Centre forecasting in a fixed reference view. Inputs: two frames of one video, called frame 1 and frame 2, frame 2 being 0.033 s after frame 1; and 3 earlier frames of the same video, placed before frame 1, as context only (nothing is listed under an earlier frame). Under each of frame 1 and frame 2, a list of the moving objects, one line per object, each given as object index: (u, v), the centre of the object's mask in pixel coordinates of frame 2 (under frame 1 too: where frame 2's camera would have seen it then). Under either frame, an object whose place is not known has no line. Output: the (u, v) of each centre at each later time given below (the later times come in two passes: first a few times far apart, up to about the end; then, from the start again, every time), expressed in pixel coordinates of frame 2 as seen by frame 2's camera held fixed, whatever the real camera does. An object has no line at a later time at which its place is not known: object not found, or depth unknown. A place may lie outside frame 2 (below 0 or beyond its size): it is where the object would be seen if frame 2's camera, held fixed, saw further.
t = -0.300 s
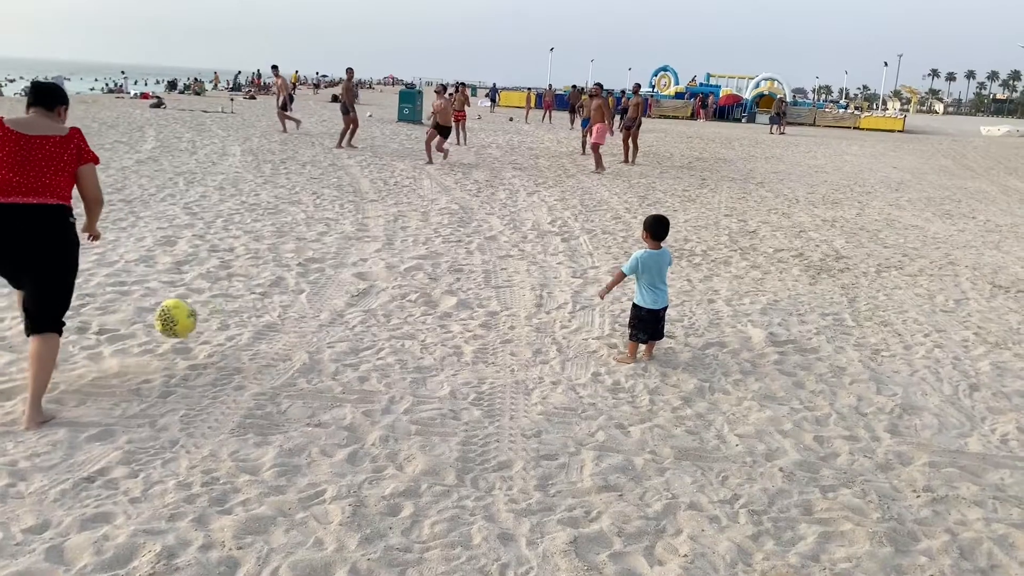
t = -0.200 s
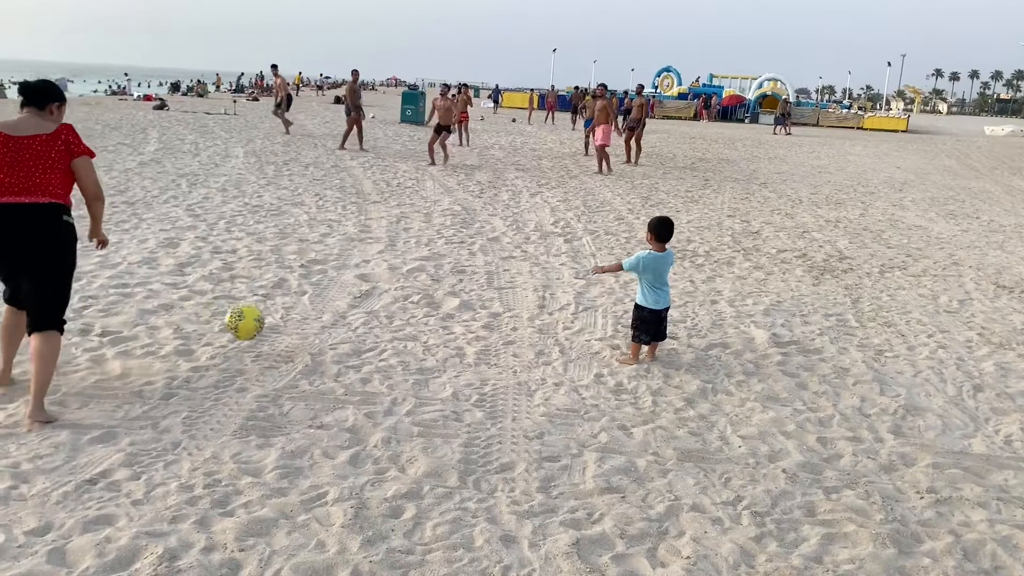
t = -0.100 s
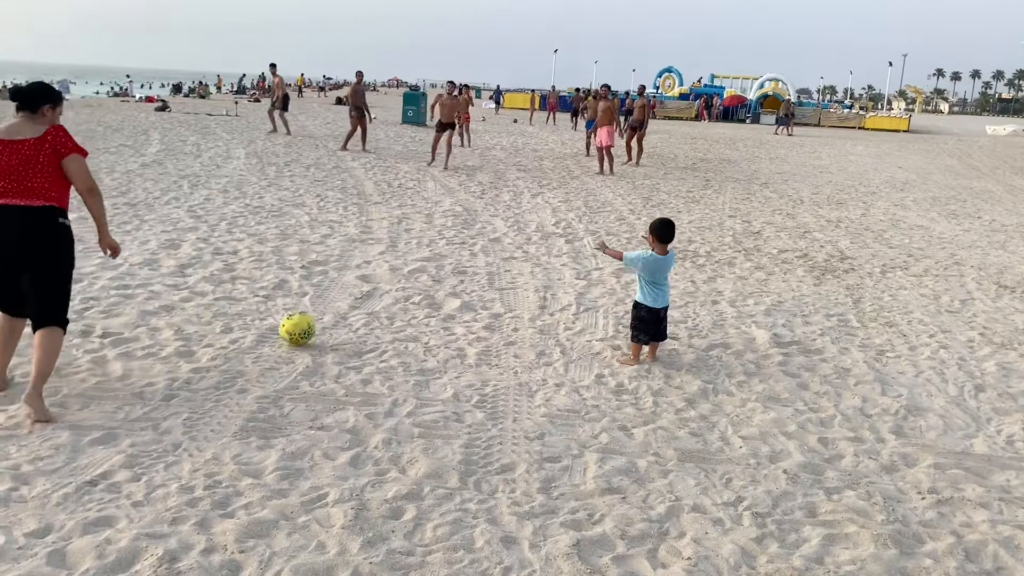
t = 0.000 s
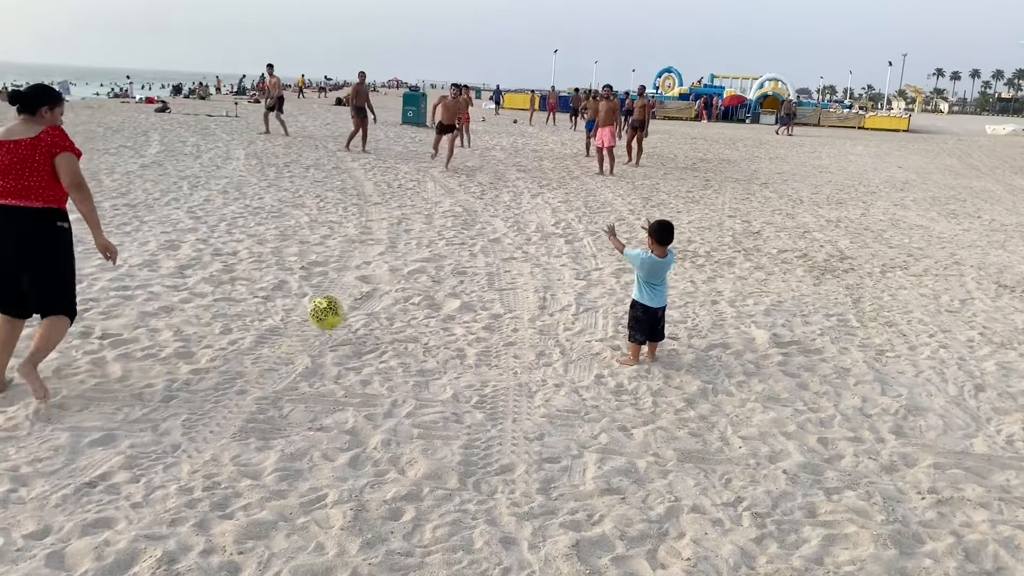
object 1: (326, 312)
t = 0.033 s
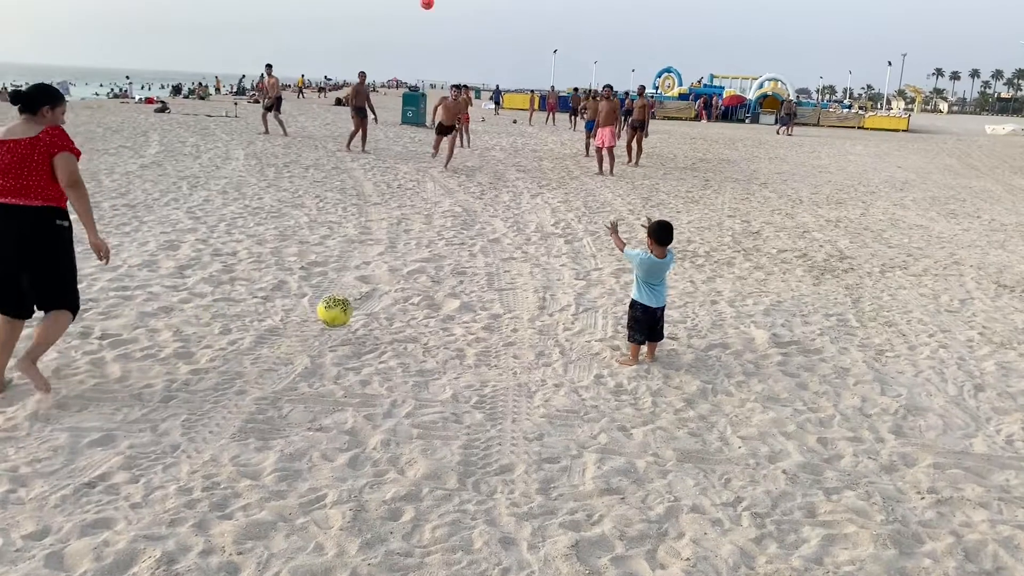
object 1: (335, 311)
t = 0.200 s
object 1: (380, 314)
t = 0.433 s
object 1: (436, 303)
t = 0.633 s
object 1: (473, 299)
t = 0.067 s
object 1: (344, 310)
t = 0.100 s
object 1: (354, 312)
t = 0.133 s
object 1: (362, 315)
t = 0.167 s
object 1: (371, 319)
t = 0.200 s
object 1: (380, 314)
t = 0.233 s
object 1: (388, 311)
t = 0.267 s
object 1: (398, 311)
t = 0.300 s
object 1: (405, 310)
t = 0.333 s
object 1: (414, 310)
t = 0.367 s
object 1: (421, 310)
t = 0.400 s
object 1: (430, 307)
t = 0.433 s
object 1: (436, 303)
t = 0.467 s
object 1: (443, 300)
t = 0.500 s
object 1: (449, 299)
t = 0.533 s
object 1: (455, 299)
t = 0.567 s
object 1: (461, 300)
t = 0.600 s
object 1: (467, 300)
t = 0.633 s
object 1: (473, 299)
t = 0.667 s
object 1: (478, 297)
